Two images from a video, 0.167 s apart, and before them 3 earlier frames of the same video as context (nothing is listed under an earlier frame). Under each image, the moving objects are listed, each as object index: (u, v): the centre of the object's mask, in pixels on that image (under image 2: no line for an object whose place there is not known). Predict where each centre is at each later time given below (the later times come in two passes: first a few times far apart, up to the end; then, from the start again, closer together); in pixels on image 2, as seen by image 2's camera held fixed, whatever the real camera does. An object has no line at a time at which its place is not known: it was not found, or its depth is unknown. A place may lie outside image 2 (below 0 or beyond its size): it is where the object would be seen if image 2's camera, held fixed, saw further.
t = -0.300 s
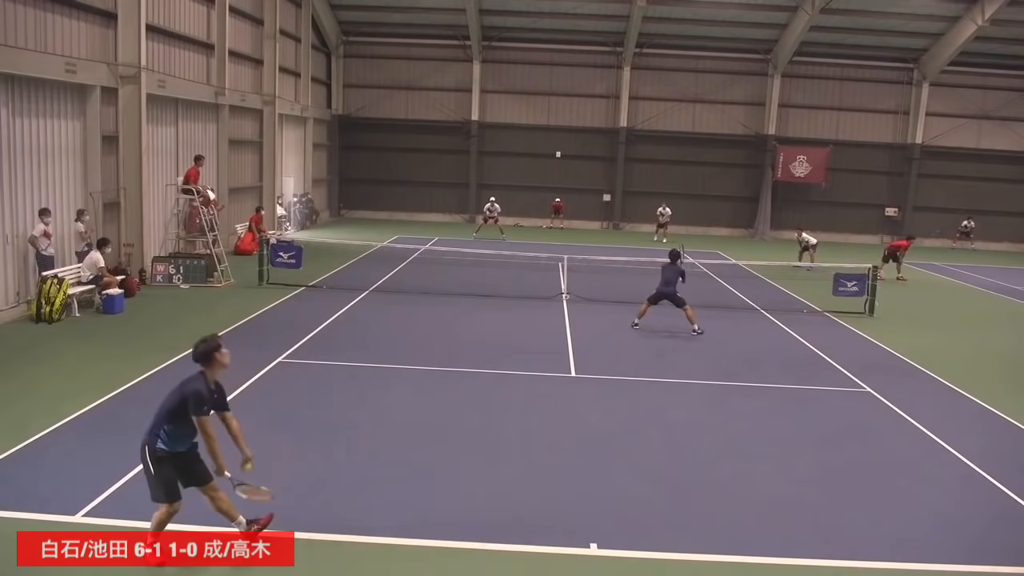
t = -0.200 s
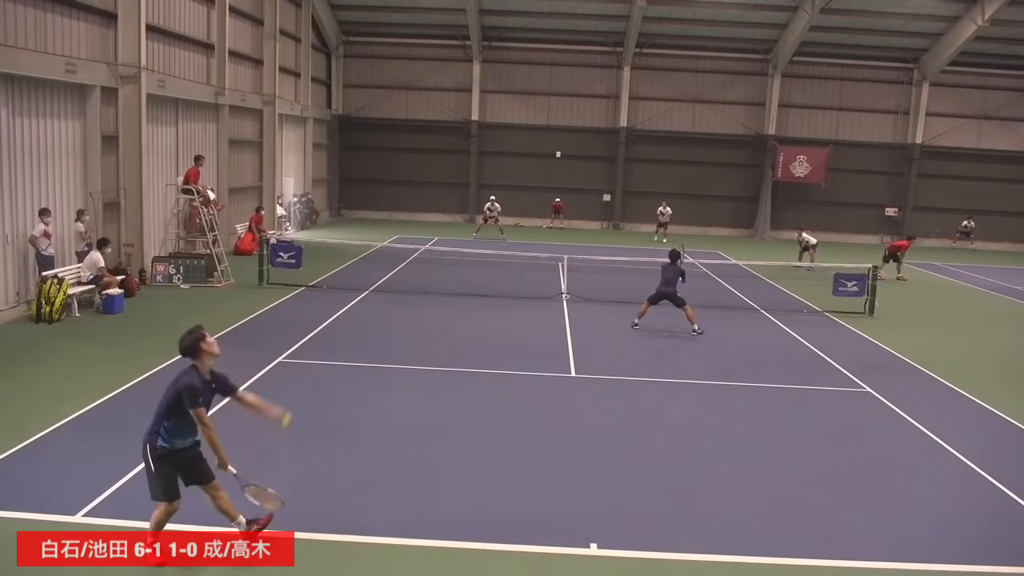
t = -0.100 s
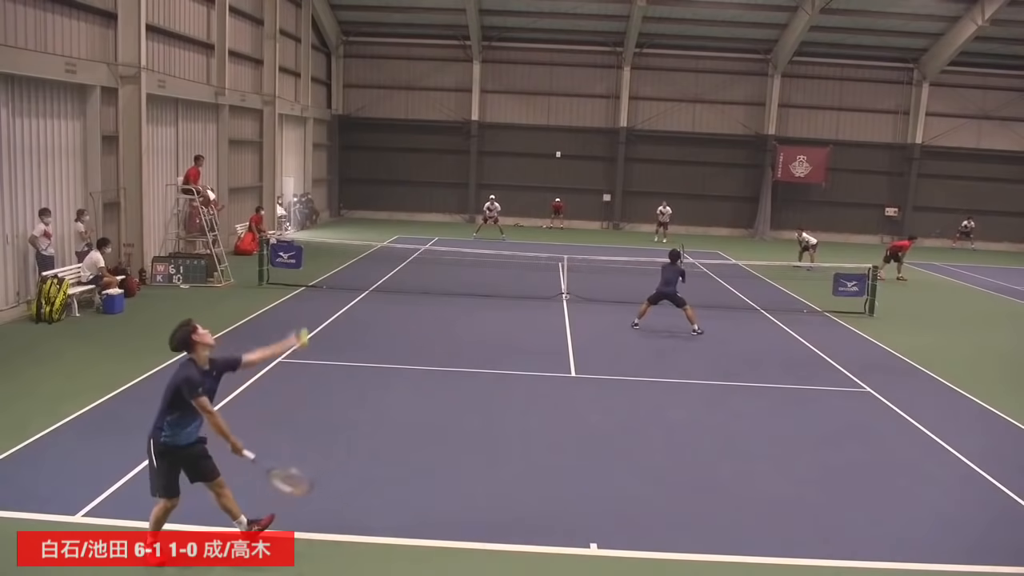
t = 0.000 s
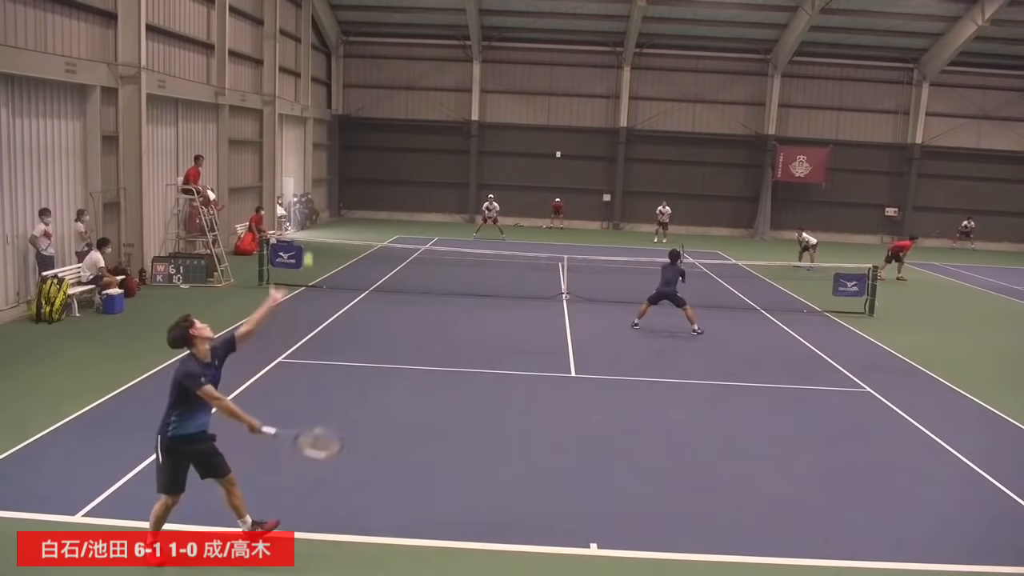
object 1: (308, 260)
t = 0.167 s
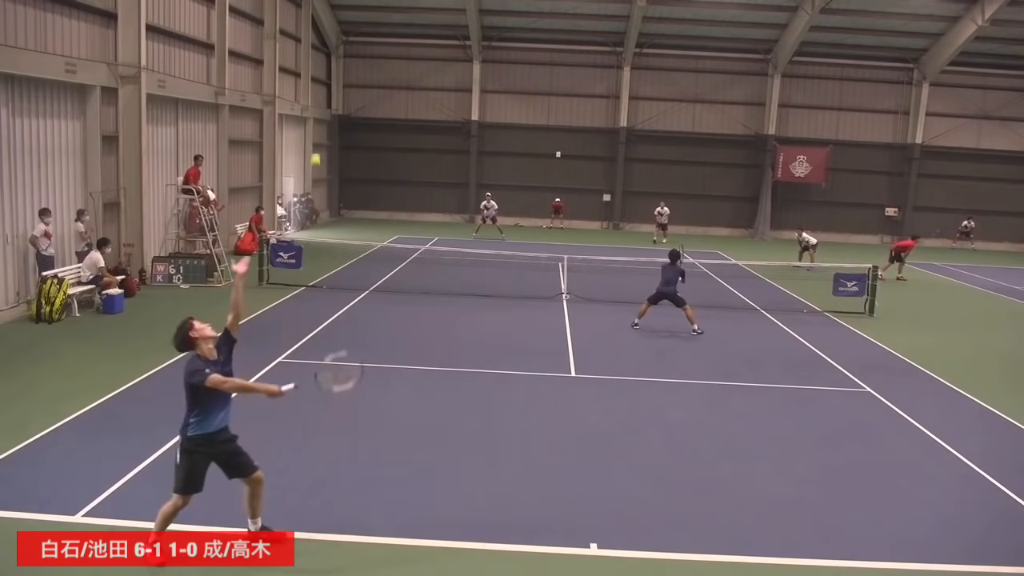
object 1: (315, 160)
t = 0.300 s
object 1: (321, 105)
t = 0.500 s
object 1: (328, 68)
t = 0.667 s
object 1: (334, 76)
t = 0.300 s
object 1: (321, 105)
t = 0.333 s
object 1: (323, 95)
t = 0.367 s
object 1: (324, 87)
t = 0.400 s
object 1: (325, 80)
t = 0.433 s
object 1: (326, 75)
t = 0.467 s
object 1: (327, 71)
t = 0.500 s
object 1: (328, 68)
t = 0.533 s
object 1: (329, 67)
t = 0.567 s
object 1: (330, 68)
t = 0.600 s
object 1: (332, 69)
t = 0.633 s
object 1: (333, 72)
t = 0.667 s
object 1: (334, 76)
